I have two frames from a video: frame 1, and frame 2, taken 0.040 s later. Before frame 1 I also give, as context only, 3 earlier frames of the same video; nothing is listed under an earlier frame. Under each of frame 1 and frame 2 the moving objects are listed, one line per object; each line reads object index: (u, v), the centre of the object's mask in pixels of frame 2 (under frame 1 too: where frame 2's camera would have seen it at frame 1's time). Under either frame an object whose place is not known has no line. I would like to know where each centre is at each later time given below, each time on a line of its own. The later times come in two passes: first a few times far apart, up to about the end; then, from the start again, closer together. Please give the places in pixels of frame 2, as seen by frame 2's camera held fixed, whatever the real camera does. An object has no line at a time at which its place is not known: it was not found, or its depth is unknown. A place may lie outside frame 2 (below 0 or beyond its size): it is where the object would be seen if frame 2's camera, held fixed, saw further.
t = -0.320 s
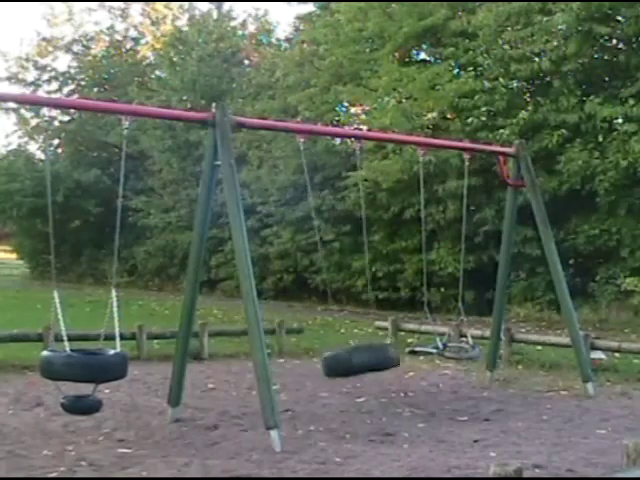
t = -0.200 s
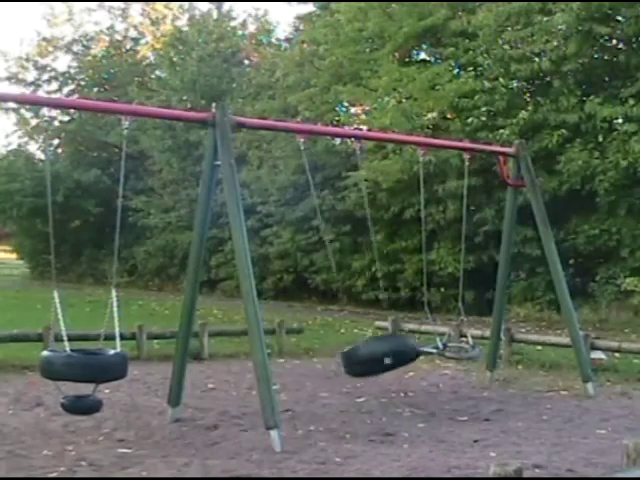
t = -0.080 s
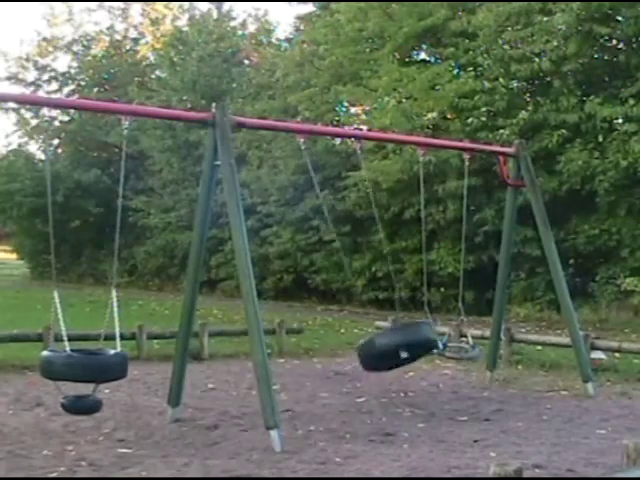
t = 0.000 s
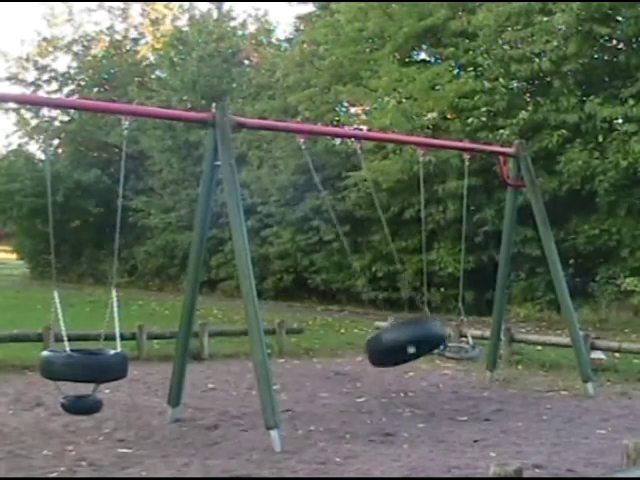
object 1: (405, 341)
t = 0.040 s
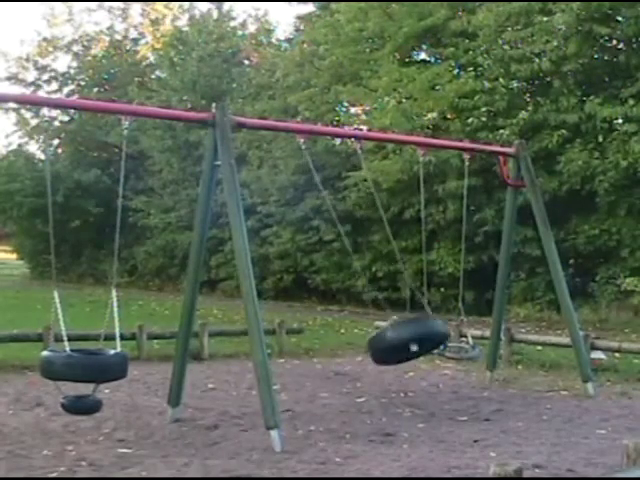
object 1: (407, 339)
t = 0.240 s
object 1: (412, 335)
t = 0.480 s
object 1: (395, 346)
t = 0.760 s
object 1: (352, 362)
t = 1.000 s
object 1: (309, 357)
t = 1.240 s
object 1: (285, 338)
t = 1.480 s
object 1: (266, 324)
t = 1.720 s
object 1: (268, 324)
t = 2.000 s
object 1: (292, 344)
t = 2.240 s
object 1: (324, 360)
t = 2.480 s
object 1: (365, 358)
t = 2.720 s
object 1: (397, 345)
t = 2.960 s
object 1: (408, 338)
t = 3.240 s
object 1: (393, 347)
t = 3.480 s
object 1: (358, 361)
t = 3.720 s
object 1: (317, 359)
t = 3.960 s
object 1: (288, 341)
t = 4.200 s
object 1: (269, 326)
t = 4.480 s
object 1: (269, 327)
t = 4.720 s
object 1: (290, 343)
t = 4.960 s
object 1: (318, 359)
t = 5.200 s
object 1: (358, 360)
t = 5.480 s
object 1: (396, 346)
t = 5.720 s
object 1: (406, 340)
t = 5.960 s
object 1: (395, 347)
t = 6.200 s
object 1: (362, 360)
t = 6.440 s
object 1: (323, 361)
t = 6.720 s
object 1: (288, 342)
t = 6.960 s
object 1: (268, 328)
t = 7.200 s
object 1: (268, 328)
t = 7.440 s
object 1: (288, 342)
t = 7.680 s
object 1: (313, 358)
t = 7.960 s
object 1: (360, 360)
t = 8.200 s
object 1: (392, 348)
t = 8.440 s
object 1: (404, 342)
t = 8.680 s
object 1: (394, 348)
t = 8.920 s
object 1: (365, 359)
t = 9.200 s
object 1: (318, 359)
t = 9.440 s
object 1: (290, 344)
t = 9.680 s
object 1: (272, 331)
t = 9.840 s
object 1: (268, 329)
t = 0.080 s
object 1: (410, 337)
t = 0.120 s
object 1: (411, 336)
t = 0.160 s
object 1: (412, 335)
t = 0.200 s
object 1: (412, 335)
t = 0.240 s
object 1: (412, 335)
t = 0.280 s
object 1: (411, 335)
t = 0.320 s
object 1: (409, 337)
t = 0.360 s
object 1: (407, 338)
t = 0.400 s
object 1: (403, 340)
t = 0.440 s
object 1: (400, 343)
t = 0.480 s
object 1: (395, 346)
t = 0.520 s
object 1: (390, 349)
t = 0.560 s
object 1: (384, 352)
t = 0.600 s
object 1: (379, 354)
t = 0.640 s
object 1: (373, 356)
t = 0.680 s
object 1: (366, 358)
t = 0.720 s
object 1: (358, 360)
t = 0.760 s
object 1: (352, 362)
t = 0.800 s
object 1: (345, 362)
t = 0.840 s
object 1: (337, 363)
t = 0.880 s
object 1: (331, 362)
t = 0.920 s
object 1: (323, 361)
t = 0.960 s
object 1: (316, 359)
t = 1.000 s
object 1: (309, 357)
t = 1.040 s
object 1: (302, 354)
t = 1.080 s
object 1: (298, 350)
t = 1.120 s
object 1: (294, 348)
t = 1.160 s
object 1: (290, 344)
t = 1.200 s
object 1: (287, 341)
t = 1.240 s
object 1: (285, 338)
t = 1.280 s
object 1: (282, 335)
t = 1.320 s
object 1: (281, 332)
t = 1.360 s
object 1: (272, 329)
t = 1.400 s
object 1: (269, 326)
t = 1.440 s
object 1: (268, 325)
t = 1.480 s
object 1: (266, 324)
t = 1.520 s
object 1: (265, 323)
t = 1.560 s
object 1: (265, 322)
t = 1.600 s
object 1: (264, 322)
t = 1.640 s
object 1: (264, 322)
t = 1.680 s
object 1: (267, 324)
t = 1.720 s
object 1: (268, 324)
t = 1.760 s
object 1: (270, 326)
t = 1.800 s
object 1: (272, 328)
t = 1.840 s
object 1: (281, 332)
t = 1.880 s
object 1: (283, 335)
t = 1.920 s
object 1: (286, 338)
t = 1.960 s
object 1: (289, 341)
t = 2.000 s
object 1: (292, 344)
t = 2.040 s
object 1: (296, 346)
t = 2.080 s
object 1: (299, 348)
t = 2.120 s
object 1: (304, 354)
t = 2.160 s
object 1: (310, 356)
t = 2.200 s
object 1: (317, 359)
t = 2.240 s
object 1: (324, 360)
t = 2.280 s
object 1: (330, 361)
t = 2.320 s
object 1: (338, 362)
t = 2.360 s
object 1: (345, 361)
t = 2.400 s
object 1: (351, 360)
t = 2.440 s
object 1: (358, 360)
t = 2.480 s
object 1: (365, 358)
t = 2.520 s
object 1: (372, 356)
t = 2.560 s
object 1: (377, 355)
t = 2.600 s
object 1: (382, 352)
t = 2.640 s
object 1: (389, 349)
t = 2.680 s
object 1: (393, 347)
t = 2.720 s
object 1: (397, 345)
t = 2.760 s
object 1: (400, 343)
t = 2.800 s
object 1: (404, 341)
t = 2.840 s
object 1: (405, 340)
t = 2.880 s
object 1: (407, 338)
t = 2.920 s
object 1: (408, 338)
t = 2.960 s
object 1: (408, 338)
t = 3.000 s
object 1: (408, 338)
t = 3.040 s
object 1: (407, 339)
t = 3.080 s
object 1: (405, 340)
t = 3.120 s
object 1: (403, 341)
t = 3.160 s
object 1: (400, 342)
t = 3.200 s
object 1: (396, 345)
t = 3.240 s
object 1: (393, 347)
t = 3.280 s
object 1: (387, 351)
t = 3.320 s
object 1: (382, 352)
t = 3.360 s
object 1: (376, 355)
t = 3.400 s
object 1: (370, 358)
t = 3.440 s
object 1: (364, 359)
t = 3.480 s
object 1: (358, 361)
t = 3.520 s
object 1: (352, 361)
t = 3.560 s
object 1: (345, 362)
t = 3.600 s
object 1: (337, 362)
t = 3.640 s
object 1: (330, 362)
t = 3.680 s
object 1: (323, 360)
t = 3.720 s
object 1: (317, 359)
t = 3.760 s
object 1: (310, 357)
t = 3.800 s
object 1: (303, 354)
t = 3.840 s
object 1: (299, 351)
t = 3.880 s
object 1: (295, 348)
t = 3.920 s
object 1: (291, 344)
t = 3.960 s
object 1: (288, 341)
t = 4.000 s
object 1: (285, 339)
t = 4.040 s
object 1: (283, 336)
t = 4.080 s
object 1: (282, 333)
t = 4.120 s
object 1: (280, 331)
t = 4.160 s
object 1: (271, 328)
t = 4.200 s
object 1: (269, 326)
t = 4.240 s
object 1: (267, 325)
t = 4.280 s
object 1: (267, 325)
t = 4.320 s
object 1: (267, 325)
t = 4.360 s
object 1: (266, 325)
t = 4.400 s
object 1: (267, 325)
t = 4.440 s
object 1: (268, 326)
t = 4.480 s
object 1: (269, 327)
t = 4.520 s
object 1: (272, 329)
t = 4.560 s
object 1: (280, 331)
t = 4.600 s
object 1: (282, 334)
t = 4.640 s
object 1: (285, 338)
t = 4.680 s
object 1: (287, 341)
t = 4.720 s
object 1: (290, 343)
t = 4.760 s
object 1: (294, 347)
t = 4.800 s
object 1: (296, 348)
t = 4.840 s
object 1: (301, 352)
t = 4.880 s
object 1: (305, 354)
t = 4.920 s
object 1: (311, 357)
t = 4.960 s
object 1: (318, 359)
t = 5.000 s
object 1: (325, 360)
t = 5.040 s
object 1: (331, 361)
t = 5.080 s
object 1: (338, 361)
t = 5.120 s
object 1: (345, 362)
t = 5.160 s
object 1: (351, 361)
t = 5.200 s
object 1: (358, 360)
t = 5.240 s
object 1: (364, 359)
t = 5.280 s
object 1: (371, 356)
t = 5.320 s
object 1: (376, 355)
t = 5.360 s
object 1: (381, 353)
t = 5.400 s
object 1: (388, 350)
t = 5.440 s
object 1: (392, 347)
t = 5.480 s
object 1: (396, 346)
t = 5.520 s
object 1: (399, 344)
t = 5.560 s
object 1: (402, 342)
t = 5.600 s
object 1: (404, 341)
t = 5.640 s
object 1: (405, 340)
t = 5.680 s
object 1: (406, 340)
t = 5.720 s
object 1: (406, 340)
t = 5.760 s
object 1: (405, 340)
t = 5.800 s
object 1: (404, 341)
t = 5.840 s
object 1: (403, 342)
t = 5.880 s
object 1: (401, 343)
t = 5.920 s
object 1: (398, 345)
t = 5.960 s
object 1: (395, 347)
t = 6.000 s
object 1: (390, 350)
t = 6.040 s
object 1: (385, 352)
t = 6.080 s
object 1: (381, 354)
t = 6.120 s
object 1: (374, 357)
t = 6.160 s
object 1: (367, 359)
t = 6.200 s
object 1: (362, 360)
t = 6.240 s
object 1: (357, 361)
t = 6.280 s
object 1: (350, 362)
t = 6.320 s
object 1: (343, 362)
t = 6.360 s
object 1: (335, 363)
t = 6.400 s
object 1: (329, 361)
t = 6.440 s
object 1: (323, 361)
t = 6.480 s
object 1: (316, 359)
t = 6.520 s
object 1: (310, 357)
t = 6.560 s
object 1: (302, 354)
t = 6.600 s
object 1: (298, 351)
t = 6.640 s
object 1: (294, 348)
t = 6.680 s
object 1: (291, 344)
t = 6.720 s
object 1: (288, 342)
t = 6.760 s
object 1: (286, 339)
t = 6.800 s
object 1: (284, 336)
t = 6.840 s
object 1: (282, 334)
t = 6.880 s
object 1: (274, 332)
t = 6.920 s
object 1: (271, 330)
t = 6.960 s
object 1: (268, 328)
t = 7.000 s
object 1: (267, 327)
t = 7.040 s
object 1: (266, 326)
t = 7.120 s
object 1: (267, 326)
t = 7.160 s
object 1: (267, 327)
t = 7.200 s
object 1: (268, 328)
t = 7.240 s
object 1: (270, 330)
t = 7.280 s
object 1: (272, 332)
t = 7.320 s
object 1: (282, 335)
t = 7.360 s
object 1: (284, 336)
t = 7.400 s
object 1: (286, 339)
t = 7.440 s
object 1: (288, 342)
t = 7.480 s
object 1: (291, 344)
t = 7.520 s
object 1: (294, 348)
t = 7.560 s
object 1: (298, 351)
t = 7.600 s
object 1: (302, 354)
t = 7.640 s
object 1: (307, 355)
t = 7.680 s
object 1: (313, 358)
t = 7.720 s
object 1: (320, 360)
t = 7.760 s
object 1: (327, 361)
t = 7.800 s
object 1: (333, 361)
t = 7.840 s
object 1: (340, 362)
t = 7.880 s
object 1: (347, 361)
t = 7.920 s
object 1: (354, 360)
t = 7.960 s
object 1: (360, 360)
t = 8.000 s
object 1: (366, 358)
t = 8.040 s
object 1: (373, 356)
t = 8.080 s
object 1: (377, 355)
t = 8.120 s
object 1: (382, 353)
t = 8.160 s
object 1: (387, 351)
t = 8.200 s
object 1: (392, 348)
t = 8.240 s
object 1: (396, 346)
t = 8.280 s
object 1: (399, 345)
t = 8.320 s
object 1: (401, 344)
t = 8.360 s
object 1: (403, 343)
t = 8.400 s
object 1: (404, 342)
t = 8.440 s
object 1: (404, 342)
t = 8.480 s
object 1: (404, 342)
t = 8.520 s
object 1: (404, 343)
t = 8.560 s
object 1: (402, 343)
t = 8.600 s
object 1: (400, 344)
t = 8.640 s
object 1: (397, 346)
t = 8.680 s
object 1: (394, 348)
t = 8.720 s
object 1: (390, 349)
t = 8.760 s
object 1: (386, 351)
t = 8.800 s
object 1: (382, 353)
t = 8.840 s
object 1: (377, 356)
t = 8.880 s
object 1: (371, 357)
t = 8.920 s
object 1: (365, 359)
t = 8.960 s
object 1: (360, 360)
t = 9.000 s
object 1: (353, 362)
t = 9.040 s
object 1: (346, 363)
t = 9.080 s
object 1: (339, 363)
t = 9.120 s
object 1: (333, 362)
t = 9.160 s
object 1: (326, 361)
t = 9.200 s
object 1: (318, 359)
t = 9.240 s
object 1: (311, 358)
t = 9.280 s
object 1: (307, 357)
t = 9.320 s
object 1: (301, 353)
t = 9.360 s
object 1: (297, 351)
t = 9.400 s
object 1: (293, 348)
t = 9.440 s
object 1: (290, 344)
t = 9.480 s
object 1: (288, 342)
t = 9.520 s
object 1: (285, 339)
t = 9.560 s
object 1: (283, 337)
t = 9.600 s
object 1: (282, 335)
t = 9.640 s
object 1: (281, 333)
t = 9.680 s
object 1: (272, 331)
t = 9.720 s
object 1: (270, 330)
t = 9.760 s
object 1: (268, 329)
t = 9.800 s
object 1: (268, 329)
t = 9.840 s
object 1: (268, 329)
